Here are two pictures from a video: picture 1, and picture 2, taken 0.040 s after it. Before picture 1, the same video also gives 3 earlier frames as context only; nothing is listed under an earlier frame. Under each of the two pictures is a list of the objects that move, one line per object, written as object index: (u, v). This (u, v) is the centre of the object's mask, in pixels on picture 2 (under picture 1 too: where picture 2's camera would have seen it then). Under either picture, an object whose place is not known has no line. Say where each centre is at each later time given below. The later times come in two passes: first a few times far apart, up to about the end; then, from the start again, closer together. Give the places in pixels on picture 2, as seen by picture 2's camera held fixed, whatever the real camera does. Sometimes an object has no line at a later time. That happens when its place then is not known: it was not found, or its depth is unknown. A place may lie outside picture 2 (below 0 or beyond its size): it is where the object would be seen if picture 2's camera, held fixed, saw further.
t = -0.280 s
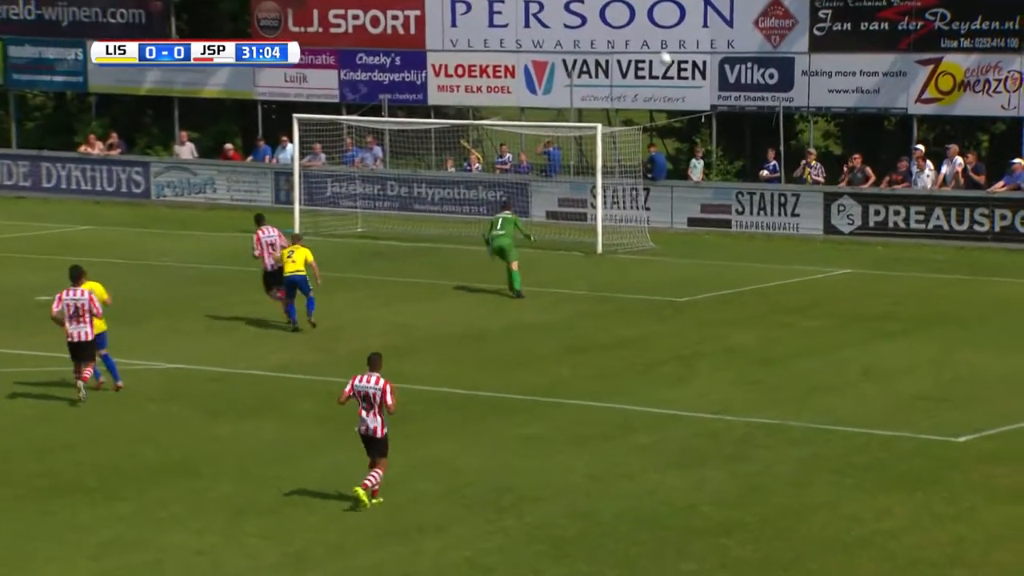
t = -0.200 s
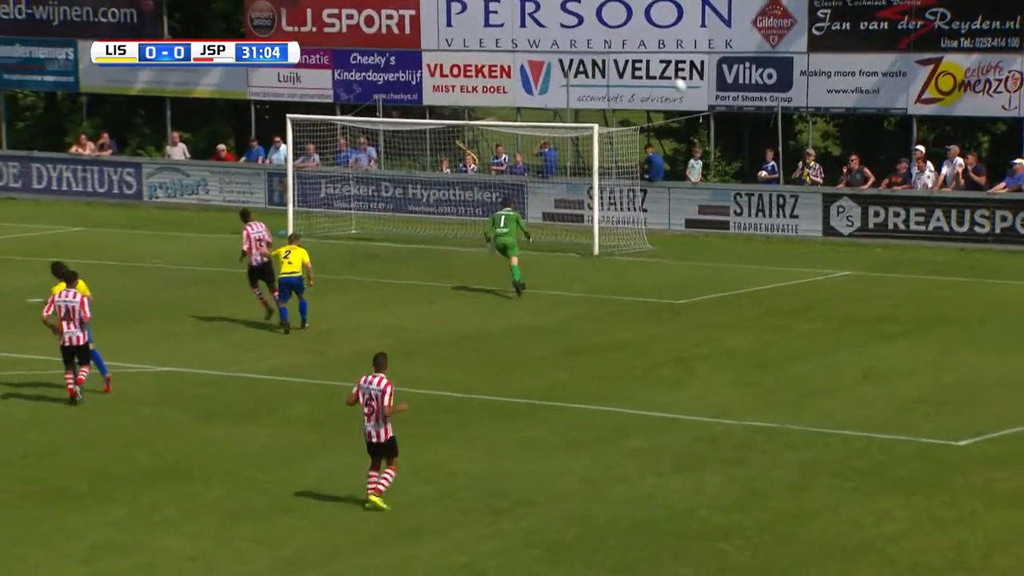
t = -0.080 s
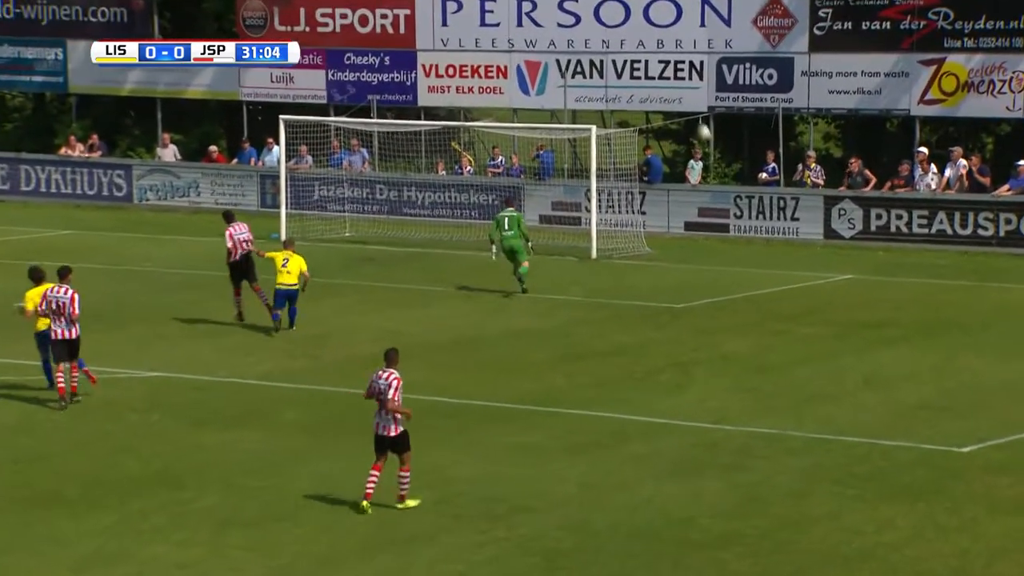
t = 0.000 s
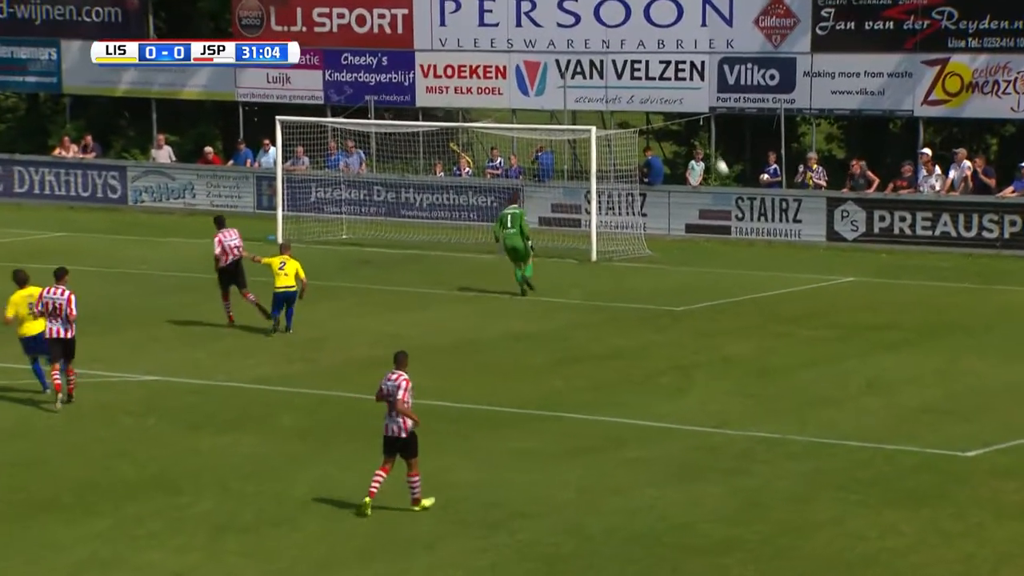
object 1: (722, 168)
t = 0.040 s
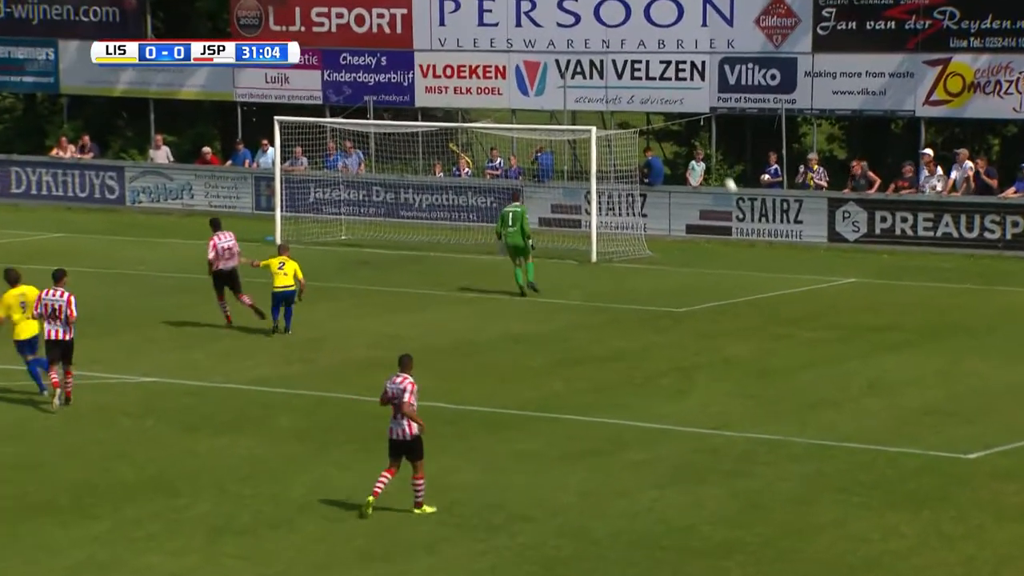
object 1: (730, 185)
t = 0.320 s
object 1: (755, 188)
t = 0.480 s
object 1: (734, 151)
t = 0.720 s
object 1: (703, 118)
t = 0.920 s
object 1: (678, 110)
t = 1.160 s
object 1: (647, 130)
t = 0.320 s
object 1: (755, 188)
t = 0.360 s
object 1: (749, 178)
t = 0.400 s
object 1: (744, 169)
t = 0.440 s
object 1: (739, 160)
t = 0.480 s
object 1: (734, 151)
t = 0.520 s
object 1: (729, 144)
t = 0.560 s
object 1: (724, 136)
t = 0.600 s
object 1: (719, 131)
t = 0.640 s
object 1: (713, 127)
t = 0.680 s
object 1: (708, 122)
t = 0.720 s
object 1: (703, 118)
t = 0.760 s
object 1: (698, 115)
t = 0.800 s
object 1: (693, 113)
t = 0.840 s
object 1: (687, 113)
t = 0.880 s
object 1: (682, 112)
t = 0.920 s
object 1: (678, 110)
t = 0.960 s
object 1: (672, 111)
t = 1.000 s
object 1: (668, 114)
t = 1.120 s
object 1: (652, 125)
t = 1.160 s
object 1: (647, 130)
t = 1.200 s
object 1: (642, 136)
